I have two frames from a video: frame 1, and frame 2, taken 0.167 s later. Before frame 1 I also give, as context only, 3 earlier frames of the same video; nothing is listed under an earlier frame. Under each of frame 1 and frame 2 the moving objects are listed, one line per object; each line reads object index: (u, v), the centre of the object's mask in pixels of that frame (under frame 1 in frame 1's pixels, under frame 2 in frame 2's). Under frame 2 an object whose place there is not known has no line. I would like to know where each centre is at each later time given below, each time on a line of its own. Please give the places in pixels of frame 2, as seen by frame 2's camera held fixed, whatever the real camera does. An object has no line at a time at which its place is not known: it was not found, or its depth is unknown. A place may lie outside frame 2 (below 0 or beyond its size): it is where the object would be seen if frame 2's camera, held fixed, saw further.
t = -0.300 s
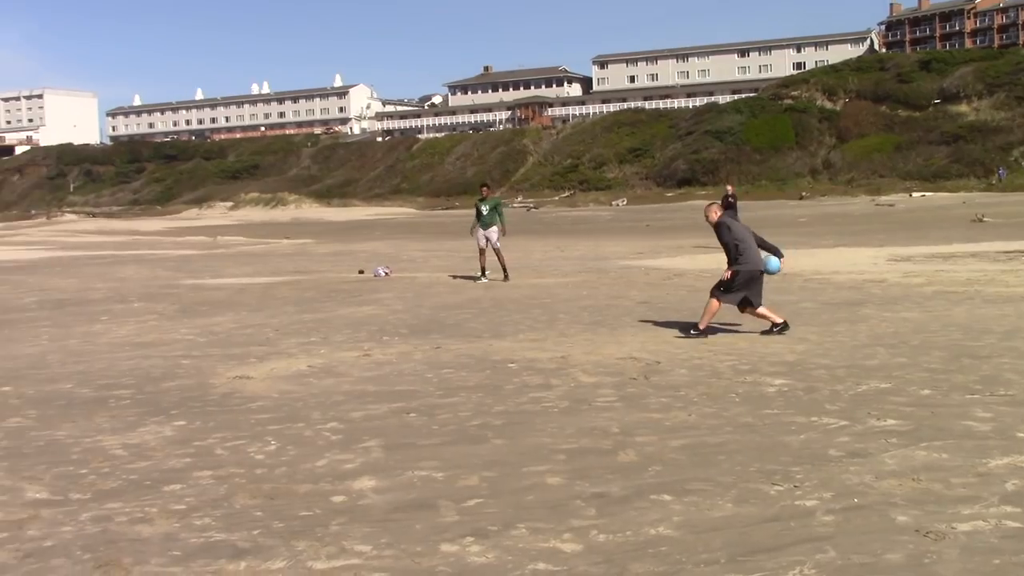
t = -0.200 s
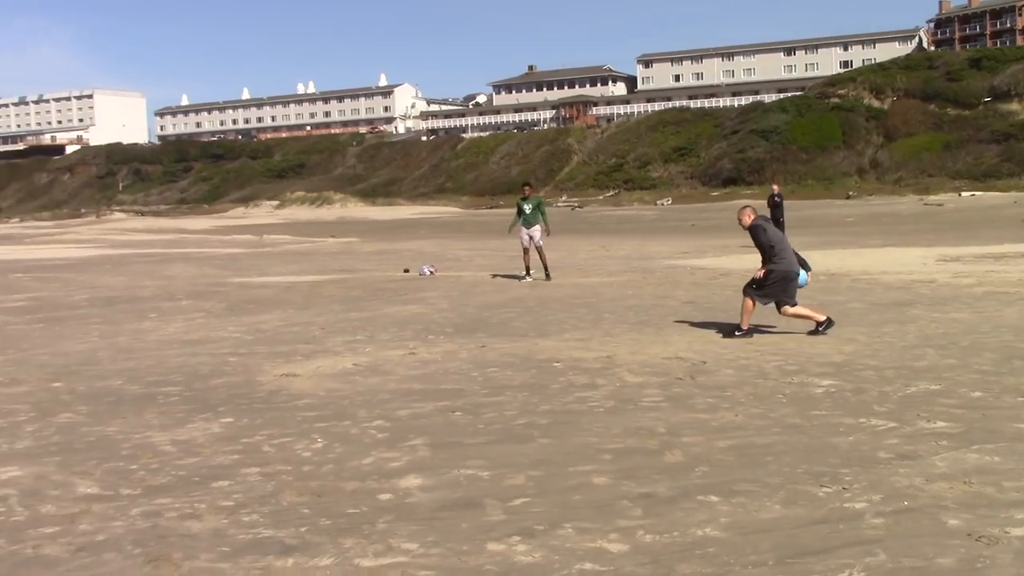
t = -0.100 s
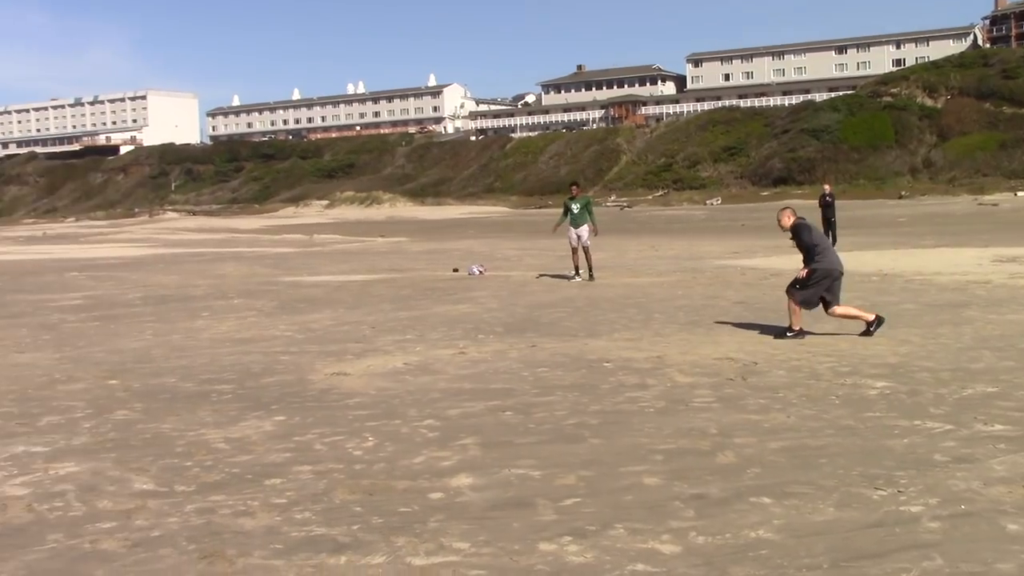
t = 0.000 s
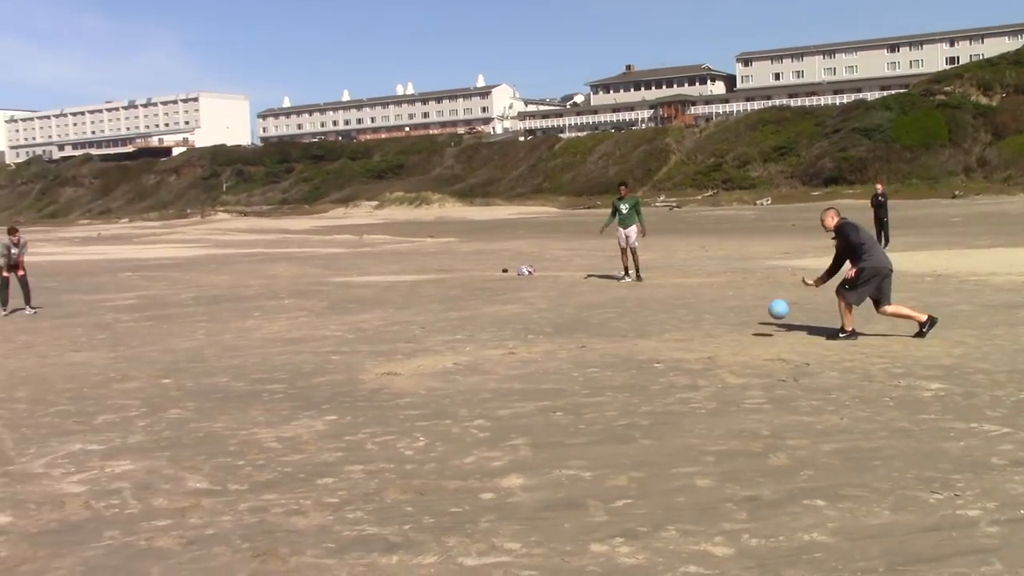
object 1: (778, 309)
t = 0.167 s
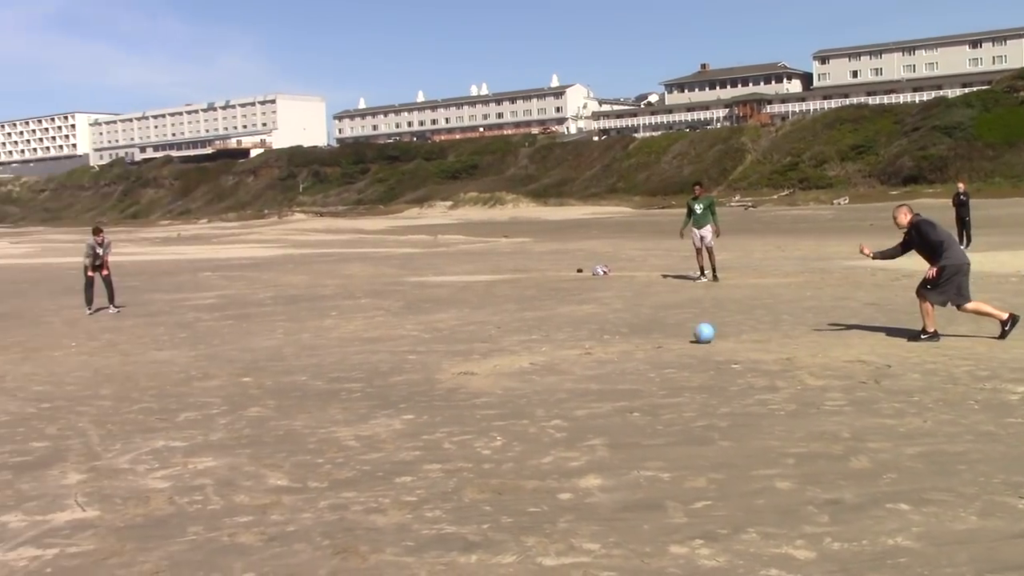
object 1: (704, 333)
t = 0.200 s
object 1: (682, 333)
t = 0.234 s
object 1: (665, 329)
